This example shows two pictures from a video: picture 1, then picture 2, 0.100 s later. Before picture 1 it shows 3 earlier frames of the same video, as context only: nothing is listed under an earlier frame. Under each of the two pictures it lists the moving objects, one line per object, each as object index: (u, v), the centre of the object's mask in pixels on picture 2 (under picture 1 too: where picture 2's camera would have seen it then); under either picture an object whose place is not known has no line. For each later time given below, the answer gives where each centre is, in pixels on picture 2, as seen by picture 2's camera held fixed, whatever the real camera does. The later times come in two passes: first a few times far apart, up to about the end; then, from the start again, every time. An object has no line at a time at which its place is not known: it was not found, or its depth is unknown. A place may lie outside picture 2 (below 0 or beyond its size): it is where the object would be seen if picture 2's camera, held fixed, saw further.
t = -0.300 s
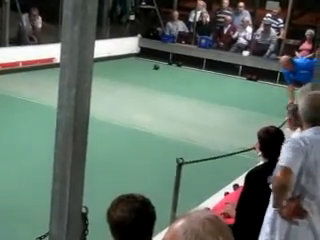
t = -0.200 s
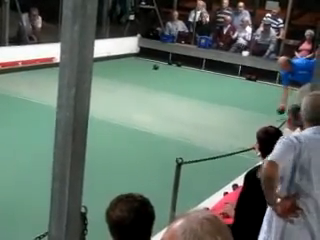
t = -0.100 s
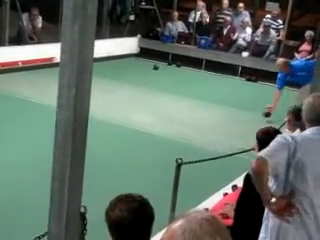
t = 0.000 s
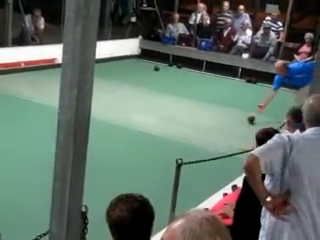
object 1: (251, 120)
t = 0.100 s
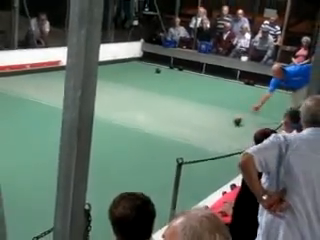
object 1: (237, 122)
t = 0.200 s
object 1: (222, 123)
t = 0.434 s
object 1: (190, 124)
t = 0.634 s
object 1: (165, 123)
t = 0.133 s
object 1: (232, 122)
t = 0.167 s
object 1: (227, 122)
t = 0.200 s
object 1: (222, 123)
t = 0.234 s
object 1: (217, 123)
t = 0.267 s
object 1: (212, 123)
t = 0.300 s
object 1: (207, 123)
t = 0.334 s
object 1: (203, 124)
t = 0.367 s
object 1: (199, 124)
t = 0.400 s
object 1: (195, 123)
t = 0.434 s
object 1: (190, 124)
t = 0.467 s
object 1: (186, 124)
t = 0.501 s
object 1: (182, 124)
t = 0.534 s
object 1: (178, 123)
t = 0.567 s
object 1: (173, 123)
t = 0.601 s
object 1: (169, 123)
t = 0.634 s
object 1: (165, 123)
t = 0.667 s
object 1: (161, 123)
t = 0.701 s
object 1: (156, 123)
